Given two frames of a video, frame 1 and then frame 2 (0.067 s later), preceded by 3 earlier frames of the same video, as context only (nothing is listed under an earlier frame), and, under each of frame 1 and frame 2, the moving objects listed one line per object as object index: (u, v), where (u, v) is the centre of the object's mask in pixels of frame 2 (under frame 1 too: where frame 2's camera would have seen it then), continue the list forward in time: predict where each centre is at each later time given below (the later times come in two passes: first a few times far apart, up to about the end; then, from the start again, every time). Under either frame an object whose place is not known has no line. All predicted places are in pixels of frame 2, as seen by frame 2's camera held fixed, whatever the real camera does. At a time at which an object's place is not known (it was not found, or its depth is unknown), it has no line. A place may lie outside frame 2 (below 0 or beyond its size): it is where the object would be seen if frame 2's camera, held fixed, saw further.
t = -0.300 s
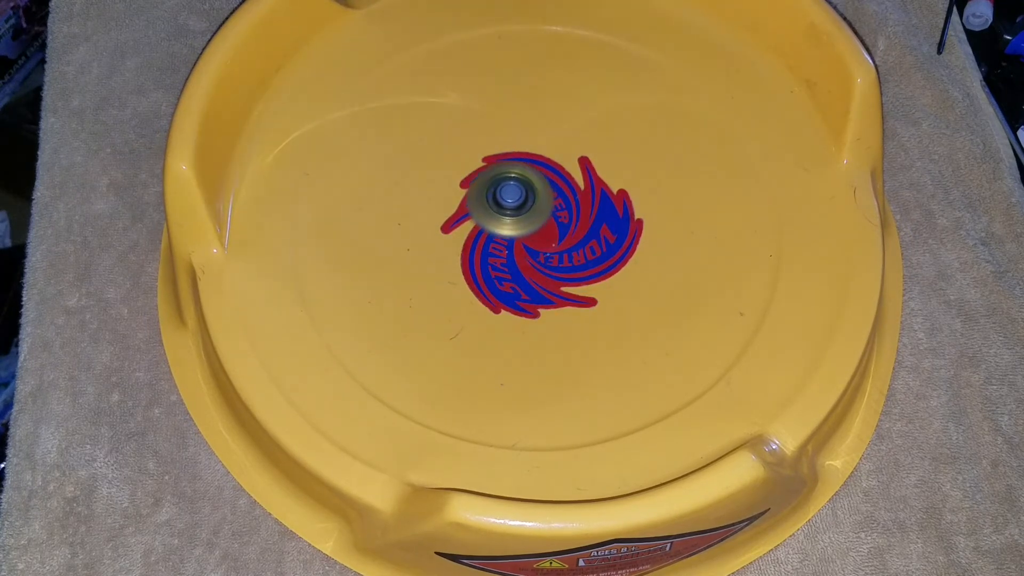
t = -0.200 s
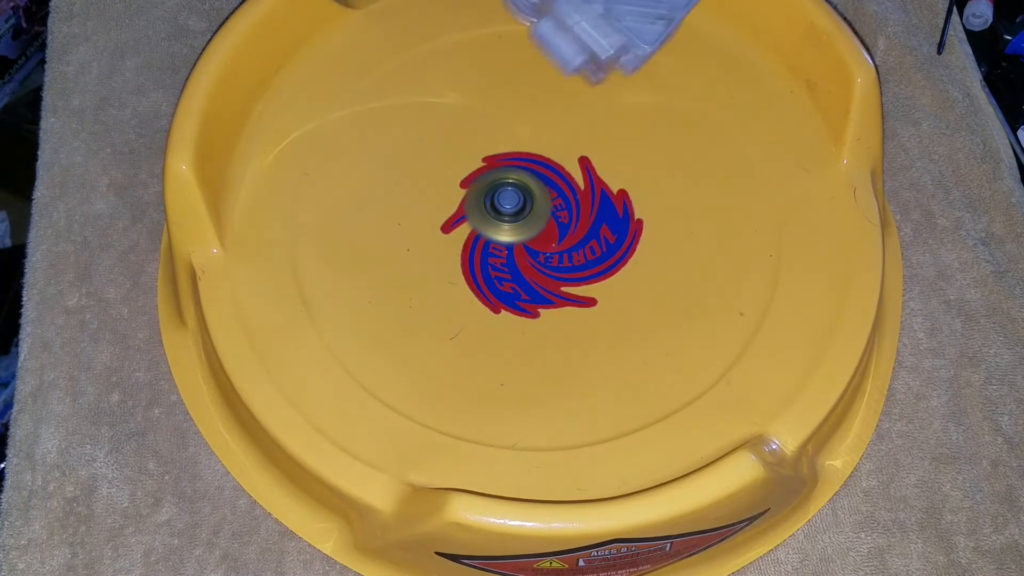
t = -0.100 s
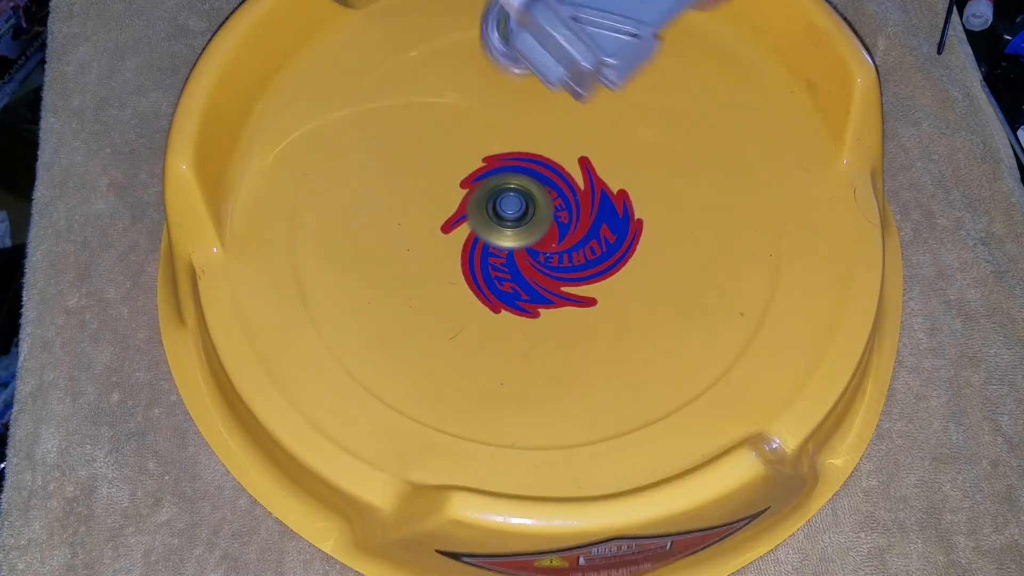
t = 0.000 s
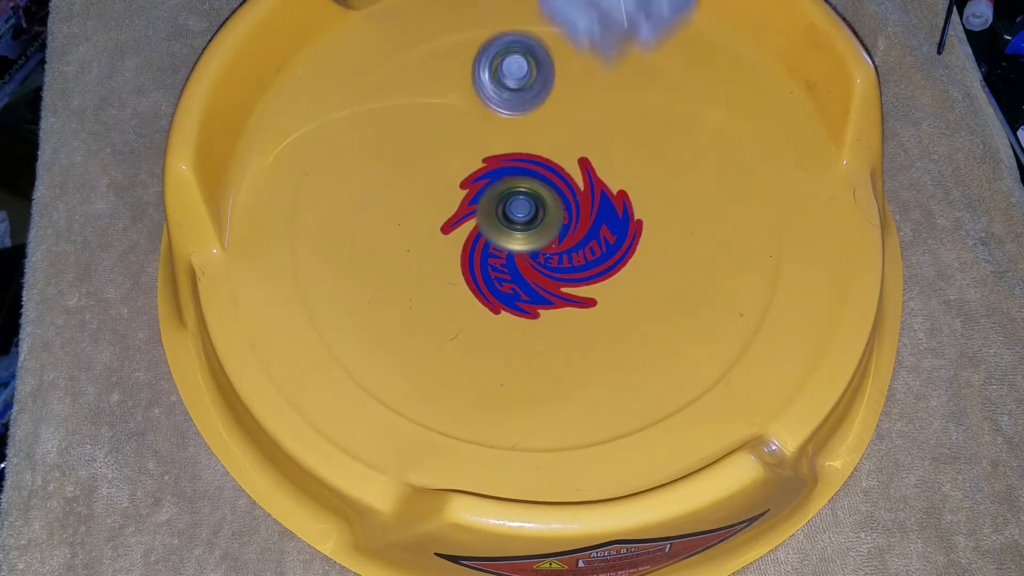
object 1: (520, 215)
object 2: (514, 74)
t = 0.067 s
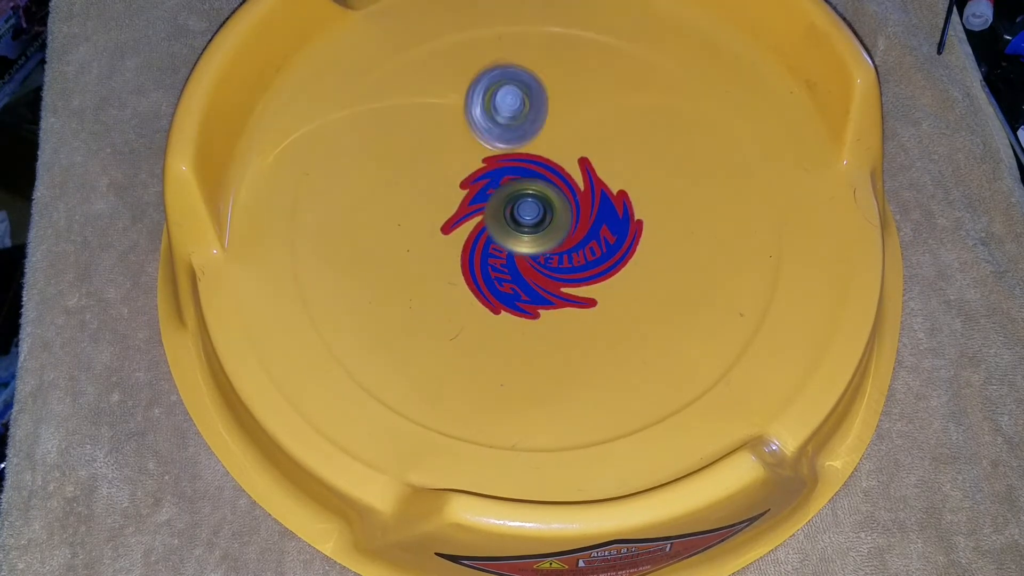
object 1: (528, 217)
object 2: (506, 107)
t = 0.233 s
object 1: (561, 239)
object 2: (453, 173)
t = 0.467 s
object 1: (614, 291)
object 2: (397, 268)
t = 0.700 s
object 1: (655, 284)
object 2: (356, 365)
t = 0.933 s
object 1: (645, 268)
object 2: (333, 422)
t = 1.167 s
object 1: (583, 261)
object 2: (399, 370)
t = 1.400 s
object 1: (548, 223)
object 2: (535, 325)
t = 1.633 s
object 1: (518, 170)
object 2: (600, 388)
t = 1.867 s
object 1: (475, 149)
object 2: (568, 332)
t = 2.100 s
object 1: (457, 152)
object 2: (620, 210)
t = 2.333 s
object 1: (482, 181)
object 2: (702, 199)
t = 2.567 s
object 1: (519, 194)
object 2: (588, 225)
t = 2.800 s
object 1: (433, 159)
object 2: (505, 195)
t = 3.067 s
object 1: (380, 187)
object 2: (455, 130)
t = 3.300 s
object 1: (384, 222)
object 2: (449, 94)
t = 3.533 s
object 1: (409, 238)
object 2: (483, 201)
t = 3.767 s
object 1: (417, 281)
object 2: (529, 289)
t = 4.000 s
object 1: (458, 269)
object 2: (507, 361)
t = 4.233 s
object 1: (508, 227)
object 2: (440, 320)
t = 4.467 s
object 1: (552, 172)
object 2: (501, 255)
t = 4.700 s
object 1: (587, 121)
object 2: (590, 276)
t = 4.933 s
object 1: (611, 130)
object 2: (577, 304)
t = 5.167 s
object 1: (619, 170)
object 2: (547, 232)
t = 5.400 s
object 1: (769, 117)
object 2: (339, 248)
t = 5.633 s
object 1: (714, 158)
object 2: (329, 189)
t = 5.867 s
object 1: (598, 210)
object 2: (440, 180)
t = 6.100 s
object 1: (541, 243)
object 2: (533, 170)
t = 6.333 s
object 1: (491, 231)
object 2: (631, 203)
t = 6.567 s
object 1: (464, 199)
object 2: (609, 288)
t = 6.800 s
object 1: (469, 167)
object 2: (498, 293)
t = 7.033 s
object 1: (501, 154)
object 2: (431, 223)
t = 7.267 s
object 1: (658, 139)
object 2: (352, 176)
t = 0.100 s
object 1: (529, 218)
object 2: (501, 125)
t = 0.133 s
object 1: (531, 217)
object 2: (493, 145)
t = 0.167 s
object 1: (533, 216)
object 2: (483, 161)
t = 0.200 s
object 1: (545, 220)
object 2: (469, 168)
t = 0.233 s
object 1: (561, 239)
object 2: (453, 173)
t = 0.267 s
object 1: (578, 269)
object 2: (436, 178)
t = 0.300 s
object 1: (587, 275)
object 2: (422, 190)
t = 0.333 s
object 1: (595, 286)
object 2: (415, 203)
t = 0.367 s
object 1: (600, 292)
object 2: (409, 218)
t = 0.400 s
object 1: (603, 293)
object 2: (405, 235)
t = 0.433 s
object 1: (608, 292)
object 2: (401, 252)
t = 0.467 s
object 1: (614, 291)
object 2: (397, 268)
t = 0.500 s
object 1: (621, 291)
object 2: (392, 284)
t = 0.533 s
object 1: (628, 290)
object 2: (388, 298)
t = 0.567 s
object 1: (635, 289)
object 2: (383, 312)
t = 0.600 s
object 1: (641, 288)
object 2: (377, 325)
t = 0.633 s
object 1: (646, 287)
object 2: (370, 339)
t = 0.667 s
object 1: (651, 286)
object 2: (363, 353)
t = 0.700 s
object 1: (655, 284)
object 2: (356, 365)
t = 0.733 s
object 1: (657, 282)
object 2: (351, 374)
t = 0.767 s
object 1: (659, 281)
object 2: (347, 382)
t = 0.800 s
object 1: (659, 278)
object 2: (344, 392)
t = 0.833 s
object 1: (658, 276)
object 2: (341, 403)
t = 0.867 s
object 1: (655, 274)
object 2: (338, 413)
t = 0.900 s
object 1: (651, 271)
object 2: (334, 422)
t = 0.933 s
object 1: (645, 268)
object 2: (333, 422)
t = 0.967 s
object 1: (638, 266)
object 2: (335, 416)
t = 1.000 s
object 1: (630, 265)
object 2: (341, 409)
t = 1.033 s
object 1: (621, 263)
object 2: (349, 404)
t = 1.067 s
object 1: (612, 262)
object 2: (360, 396)
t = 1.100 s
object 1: (603, 261)
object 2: (371, 388)
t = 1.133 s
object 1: (593, 261)
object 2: (384, 379)
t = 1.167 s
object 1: (583, 261)
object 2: (399, 370)
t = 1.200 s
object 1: (574, 260)
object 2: (417, 358)
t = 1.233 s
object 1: (565, 260)
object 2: (437, 345)
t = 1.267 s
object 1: (556, 260)
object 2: (459, 333)
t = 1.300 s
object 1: (548, 260)
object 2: (482, 323)
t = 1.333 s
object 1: (541, 258)
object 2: (505, 314)
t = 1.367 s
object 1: (542, 247)
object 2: (520, 315)
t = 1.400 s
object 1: (548, 223)
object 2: (535, 325)
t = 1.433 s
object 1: (551, 205)
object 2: (553, 335)
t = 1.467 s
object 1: (550, 192)
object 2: (569, 345)
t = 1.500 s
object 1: (546, 185)
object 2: (582, 355)
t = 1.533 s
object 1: (540, 180)
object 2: (592, 367)
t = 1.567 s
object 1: (533, 176)
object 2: (598, 377)
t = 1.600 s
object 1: (525, 173)
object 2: (600, 385)
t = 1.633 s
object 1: (518, 170)
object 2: (600, 388)
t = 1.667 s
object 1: (510, 166)
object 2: (599, 388)
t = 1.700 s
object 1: (504, 163)
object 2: (596, 385)
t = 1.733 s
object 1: (497, 160)
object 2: (591, 379)
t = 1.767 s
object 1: (491, 157)
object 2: (586, 372)
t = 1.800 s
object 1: (486, 154)
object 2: (580, 361)
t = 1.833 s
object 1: (480, 152)
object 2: (573, 348)
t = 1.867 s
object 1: (475, 149)
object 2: (568, 332)
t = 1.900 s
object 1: (471, 147)
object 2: (566, 313)
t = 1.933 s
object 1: (466, 145)
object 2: (566, 293)
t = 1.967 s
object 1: (463, 145)
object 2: (571, 274)
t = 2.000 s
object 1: (460, 145)
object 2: (579, 256)
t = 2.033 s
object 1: (458, 146)
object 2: (590, 240)
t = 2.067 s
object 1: (457, 148)
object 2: (605, 224)
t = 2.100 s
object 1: (457, 152)
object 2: (620, 210)
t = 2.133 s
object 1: (457, 155)
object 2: (635, 199)
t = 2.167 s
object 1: (459, 160)
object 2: (651, 190)
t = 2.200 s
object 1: (462, 164)
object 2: (667, 184)
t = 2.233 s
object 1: (466, 169)
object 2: (683, 182)
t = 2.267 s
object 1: (471, 173)
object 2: (696, 186)
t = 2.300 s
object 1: (476, 177)
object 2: (702, 191)
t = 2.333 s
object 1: (482, 181)
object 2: (702, 199)
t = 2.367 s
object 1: (489, 185)
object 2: (696, 207)
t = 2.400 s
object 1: (495, 189)
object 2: (684, 215)
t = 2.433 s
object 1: (501, 193)
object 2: (668, 222)
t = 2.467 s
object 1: (508, 196)
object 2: (647, 227)
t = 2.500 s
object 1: (515, 199)
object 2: (624, 229)
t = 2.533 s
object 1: (522, 202)
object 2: (601, 227)
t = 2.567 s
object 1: (519, 194)
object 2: (588, 225)
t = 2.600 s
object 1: (497, 177)
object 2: (582, 226)
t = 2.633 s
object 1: (476, 173)
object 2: (573, 226)
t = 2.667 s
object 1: (454, 180)
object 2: (560, 223)
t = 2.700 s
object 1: (449, 170)
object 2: (544, 217)
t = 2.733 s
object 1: (444, 169)
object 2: (527, 209)
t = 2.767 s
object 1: (443, 166)
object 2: (511, 202)
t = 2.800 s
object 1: (433, 159)
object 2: (505, 195)
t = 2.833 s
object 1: (422, 154)
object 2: (499, 193)
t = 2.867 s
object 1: (411, 155)
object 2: (495, 184)
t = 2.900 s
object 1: (401, 157)
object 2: (489, 178)
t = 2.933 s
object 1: (394, 163)
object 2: (482, 169)
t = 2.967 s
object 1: (389, 169)
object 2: (475, 159)
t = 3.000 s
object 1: (385, 175)
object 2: (468, 149)
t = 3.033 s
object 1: (382, 181)
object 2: (461, 139)
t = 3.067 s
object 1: (380, 187)
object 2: (455, 130)
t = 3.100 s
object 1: (378, 193)
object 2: (449, 122)
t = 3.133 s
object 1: (378, 198)
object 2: (443, 114)
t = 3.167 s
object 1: (379, 204)
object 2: (439, 105)
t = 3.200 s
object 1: (379, 209)
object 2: (438, 96)
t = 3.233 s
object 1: (381, 214)
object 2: (439, 91)
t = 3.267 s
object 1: (383, 218)
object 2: (444, 91)
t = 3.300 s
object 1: (384, 222)
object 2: (449, 94)
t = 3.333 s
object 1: (386, 226)
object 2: (455, 101)
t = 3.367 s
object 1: (388, 228)
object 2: (463, 112)
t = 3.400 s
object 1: (390, 231)
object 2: (471, 127)
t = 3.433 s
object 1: (393, 233)
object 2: (476, 145)
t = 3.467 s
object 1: (397, 235)
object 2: (481, 165)
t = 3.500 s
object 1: (403, 237)
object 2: (483, 183)
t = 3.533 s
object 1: (409, 238)
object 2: (483, 201)
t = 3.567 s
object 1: (408, 242)
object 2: (488, 213)
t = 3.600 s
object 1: (397, 254)
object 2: (505, 222)
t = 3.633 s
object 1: (394, 262)
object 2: (517, 231)
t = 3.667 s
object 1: (397, 269)
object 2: (525, 243)
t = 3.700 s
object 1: (403, 273)
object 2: (527, 258)
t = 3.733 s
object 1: (410, 278)
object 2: (529, 273)
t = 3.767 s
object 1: (417, 281)
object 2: (529, 289)
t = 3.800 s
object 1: (426, 284)
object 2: (529, 305)
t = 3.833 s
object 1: (434, 286)
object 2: (527, 320)
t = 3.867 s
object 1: (438, 284)
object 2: (526, 333)
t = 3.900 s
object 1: (438, 281)
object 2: (526, 349)
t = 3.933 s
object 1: (444, 275)
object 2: (523, 357)
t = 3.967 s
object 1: (452, 271)
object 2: (516, 360)
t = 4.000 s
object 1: (458, 269)
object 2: (507, 361)
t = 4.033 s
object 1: (464, 266)
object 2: (497, 363)
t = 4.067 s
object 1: (469, 263)
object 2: (483, 362)
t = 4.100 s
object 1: (473, 259)
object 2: (469, 357)
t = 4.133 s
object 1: (478, 255)
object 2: (458, 348)
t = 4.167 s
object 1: (484, 252)
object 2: (451, 334)
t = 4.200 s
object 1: (490, 247)
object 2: (447, 322)
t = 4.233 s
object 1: (508, 227)
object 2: (440, 320)
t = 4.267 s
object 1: (523, 210)
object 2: (436, 314)
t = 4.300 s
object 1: (533, 199)
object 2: (439, 302)
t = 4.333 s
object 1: (540, 191)
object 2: (447, 290)
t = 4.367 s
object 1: (543, 186)
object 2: (459, 279)
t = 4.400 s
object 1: (546, 181)
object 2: (472, 270)
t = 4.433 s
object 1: (549, 176)
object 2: (487, 262)
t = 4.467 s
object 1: (552, 172)
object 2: (501, 255)
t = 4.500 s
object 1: (555, 168)
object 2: (517, 249)
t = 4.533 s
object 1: (559, 162)
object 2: (532, 246)
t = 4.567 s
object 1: (568, 144)
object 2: (540, 256)
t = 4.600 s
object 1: (576, 132)
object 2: (549, 260)
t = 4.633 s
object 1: (580, 127)
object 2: (565, 263)
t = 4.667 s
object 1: (584, 124)
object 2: (579, 269)
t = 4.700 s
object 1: (587, 121)
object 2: (590, 276)
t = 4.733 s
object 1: (591, 120)
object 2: (599, 284)
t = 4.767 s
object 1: (594, 120)
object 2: (601, 293)
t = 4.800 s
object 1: (598, 120)
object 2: (601, 299)
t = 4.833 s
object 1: (602, 121)
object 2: (598, 304)
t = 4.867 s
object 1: (605, 123)
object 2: (593, 306)
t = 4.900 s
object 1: (608, 126)
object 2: (585, 306)
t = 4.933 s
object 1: (611, 130)
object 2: (577, 304)
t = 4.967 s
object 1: (614, 134)
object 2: (567, 299)
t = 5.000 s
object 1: (616, 140)
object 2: (559, 292)
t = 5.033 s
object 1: (617, 145)
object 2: (550, 282)
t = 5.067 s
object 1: (619, 151)
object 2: (545, 270)
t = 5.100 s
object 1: (619, 157)
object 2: (543, 257)
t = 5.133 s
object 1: (619, 164)
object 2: (544, 244)
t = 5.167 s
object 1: (619, 170)
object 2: (547, 232)
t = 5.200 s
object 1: (655, 158)
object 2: (511, 236)
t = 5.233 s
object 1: (696, 140)
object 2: (461, 246)
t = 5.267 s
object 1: (731, 126)
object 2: (421, 251)
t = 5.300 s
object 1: (753, 116)
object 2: (388, 254)
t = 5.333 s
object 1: (765, 114)
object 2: (364, 254)
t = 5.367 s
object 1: (768, 115)
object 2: (348, 252)
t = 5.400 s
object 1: (769, 117)
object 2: (339, 248)
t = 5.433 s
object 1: (768, 120)
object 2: (334, 241)
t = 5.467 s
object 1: (764, 125)
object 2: (330, 233)
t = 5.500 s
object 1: (759, 130)
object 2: (327, 226)
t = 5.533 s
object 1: (752, 135)
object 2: (325, 218)
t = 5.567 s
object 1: (740, 143)
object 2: (323, 210)
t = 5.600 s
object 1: (727, 150)
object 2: (323, 200)
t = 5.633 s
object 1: (714, 158)
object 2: (329, 189)
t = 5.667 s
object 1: (699, 166)
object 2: (340, 181)
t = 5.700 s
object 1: (682, 174)
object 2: (354, 176)
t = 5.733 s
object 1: (665, 182)
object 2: (371, 174)
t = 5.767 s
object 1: (647, 189)
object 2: (388, 174)
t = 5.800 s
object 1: (630, 196)
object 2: (406, 176)
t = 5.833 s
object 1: (613, 203)
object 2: (423, 178)
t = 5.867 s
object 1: (598, 210)
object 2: (440, 180)
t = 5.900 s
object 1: (581, 216)
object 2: (457, 183)
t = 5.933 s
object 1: (568, 221)
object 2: (473, 187)
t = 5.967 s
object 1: (558, 226)
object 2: (488, 190)
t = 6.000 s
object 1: (558, 235)
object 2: (494, 181)
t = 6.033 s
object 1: (555, 241)
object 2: (503, 175)
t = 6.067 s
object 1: (549, 243)
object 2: (518, 172)
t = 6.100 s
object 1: (541, 243)
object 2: (533, 170)
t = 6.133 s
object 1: (533, 243)
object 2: (549, 169)
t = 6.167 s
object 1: (525, 243)
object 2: (565, 171)
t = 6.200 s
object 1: (518, 241)
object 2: (581, 173)
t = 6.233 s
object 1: (511, 240)
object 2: (595, 178)
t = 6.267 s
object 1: (504, 238)
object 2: (608, 185)
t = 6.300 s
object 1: (498, 235)
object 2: (621, 193)
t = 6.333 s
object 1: (491, 231)
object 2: (631, 203)
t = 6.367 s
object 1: (486, 228)
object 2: (638, 214)
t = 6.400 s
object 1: (480, 224)
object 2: (643, 227)
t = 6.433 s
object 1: (476, 219)
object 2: (644, 241)
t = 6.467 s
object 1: (472, 214)
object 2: (640, 254)
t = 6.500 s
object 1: (469, 208)
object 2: (633, 267)
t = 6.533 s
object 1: (466, 204)
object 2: (623, 278)
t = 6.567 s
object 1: (464, 199)
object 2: (609, 288)
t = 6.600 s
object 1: (462, 193)
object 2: (594, 295)
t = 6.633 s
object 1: (461, 188)
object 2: (578, 300)
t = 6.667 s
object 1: (461, 184)
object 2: (561, 302)
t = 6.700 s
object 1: (462, 179)
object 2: (545, 303)
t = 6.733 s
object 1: (463, 175)
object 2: (529, 301)
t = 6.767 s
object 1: (466, 171)
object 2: (513, 298)
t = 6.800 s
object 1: (469, 167)
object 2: (498, 293)
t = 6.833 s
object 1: (472, 164)
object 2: (484, 285)
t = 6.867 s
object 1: (476, 161)
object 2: (471, 277)
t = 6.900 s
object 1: (480, 159)
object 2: (460, 269)
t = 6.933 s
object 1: (485, 157)
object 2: (450, 259)
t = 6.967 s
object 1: (490, 156)
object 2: (441, 248)
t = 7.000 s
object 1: (495, 154)
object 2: (434, 236)
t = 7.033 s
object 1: (501, 154)
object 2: (431, 223)
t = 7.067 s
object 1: (506, 155)
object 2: (431, 210)
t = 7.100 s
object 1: (512, 155)
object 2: (434, 198)
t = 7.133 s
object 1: (540, 149)
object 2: (415, 192)
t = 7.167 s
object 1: (579, 142)
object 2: (386, 189)
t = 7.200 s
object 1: (612, 138)
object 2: (368, 186)
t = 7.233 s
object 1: (637, 139)
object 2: (357, 182)
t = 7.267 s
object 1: (658, 139)
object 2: (352, 176)
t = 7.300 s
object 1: (671, 142)
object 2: (350, 169)
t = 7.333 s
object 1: (679, 146)
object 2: (351, 162)
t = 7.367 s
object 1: (683, 151)
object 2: (358, 158)
